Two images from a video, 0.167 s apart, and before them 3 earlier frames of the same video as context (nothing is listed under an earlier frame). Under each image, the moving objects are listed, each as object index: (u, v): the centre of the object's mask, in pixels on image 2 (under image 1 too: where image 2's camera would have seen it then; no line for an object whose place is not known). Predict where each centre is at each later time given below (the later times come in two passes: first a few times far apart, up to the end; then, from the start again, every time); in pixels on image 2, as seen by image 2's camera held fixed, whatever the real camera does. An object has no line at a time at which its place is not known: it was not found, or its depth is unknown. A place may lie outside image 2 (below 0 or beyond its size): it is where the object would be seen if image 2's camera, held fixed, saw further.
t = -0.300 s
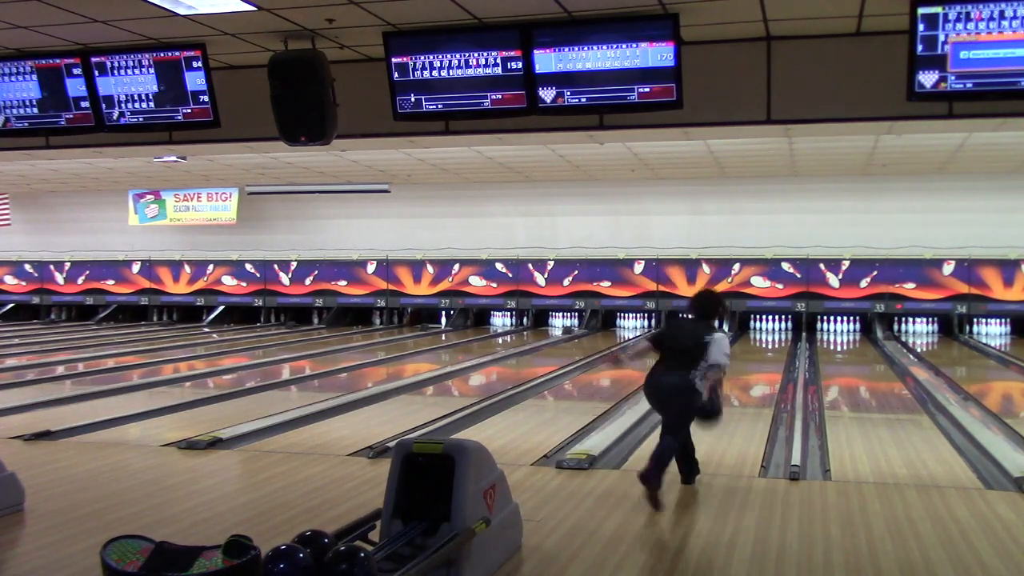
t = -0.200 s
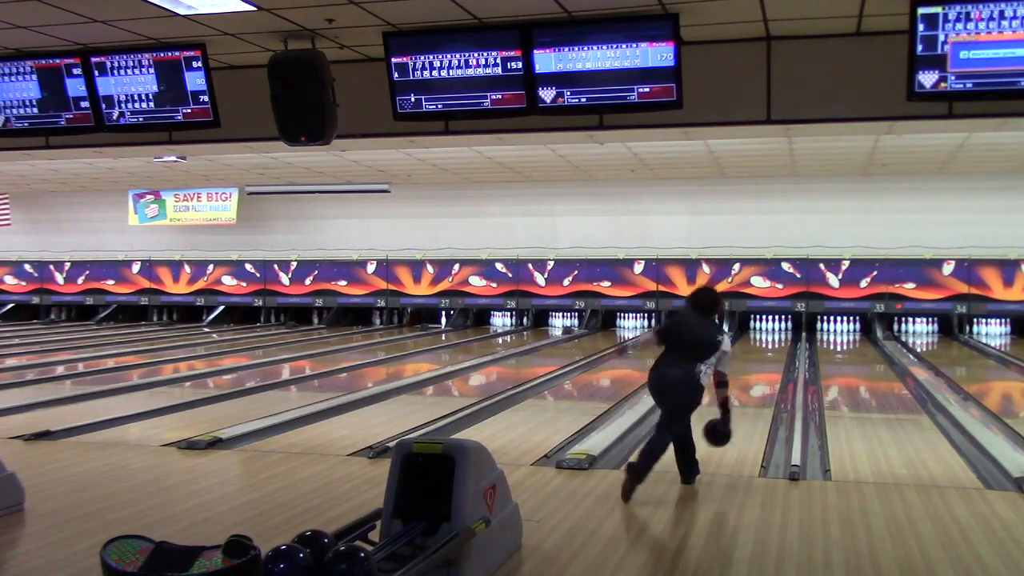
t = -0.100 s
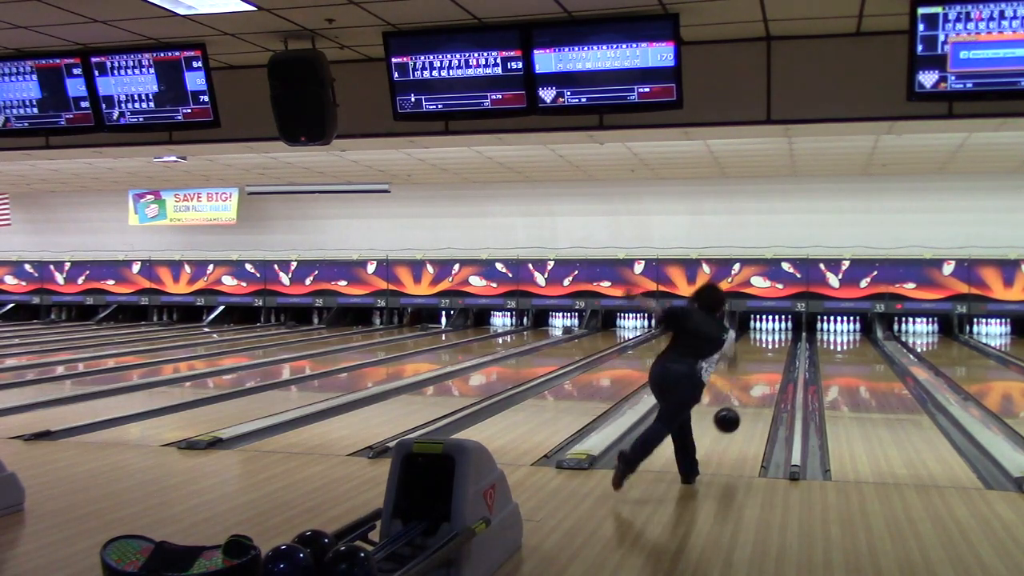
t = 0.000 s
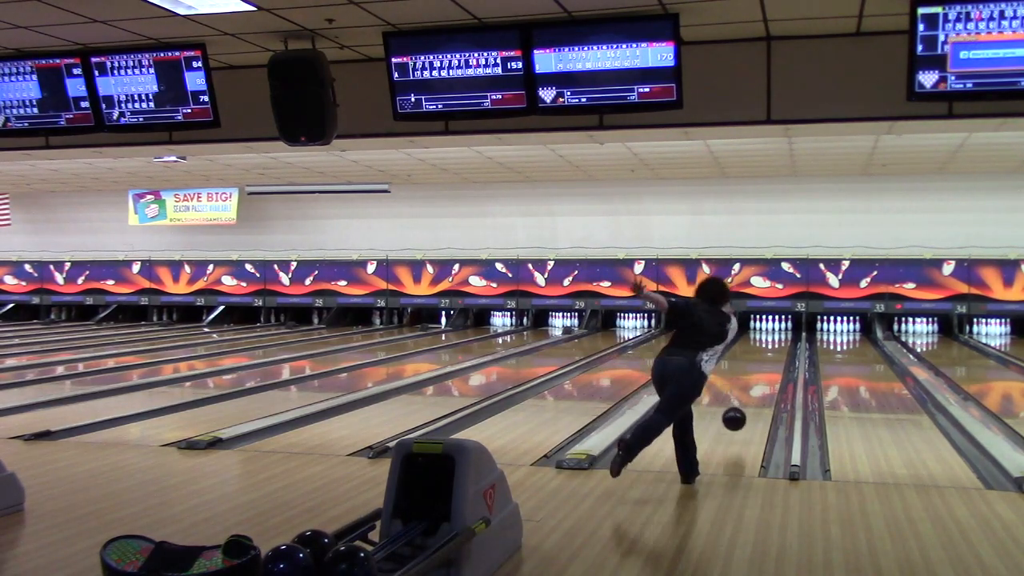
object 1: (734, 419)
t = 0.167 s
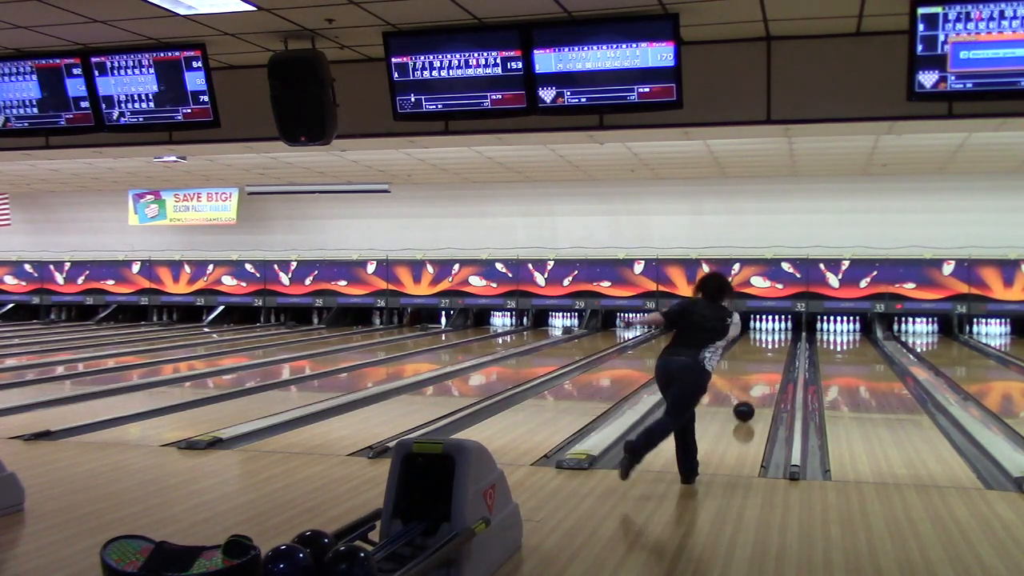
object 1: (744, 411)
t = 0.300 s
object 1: (750, 399)
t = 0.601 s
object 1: (759, 379)
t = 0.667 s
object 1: (761, 372)
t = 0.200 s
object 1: (745, 408)
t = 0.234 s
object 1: (747, 405)
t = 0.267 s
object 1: (748, 402)
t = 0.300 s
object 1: (750, 399)
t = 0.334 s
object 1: (751, 395)
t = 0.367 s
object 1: (752, 393)
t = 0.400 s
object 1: (754, 390)
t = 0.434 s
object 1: (755, 388)
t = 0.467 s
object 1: (756, 385)
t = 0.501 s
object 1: (757, 384)
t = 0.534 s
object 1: (759, 382)
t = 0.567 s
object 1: (759, 381)
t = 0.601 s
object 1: (759, 379)
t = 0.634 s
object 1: (761, 374)
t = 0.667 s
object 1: (761, 372)
